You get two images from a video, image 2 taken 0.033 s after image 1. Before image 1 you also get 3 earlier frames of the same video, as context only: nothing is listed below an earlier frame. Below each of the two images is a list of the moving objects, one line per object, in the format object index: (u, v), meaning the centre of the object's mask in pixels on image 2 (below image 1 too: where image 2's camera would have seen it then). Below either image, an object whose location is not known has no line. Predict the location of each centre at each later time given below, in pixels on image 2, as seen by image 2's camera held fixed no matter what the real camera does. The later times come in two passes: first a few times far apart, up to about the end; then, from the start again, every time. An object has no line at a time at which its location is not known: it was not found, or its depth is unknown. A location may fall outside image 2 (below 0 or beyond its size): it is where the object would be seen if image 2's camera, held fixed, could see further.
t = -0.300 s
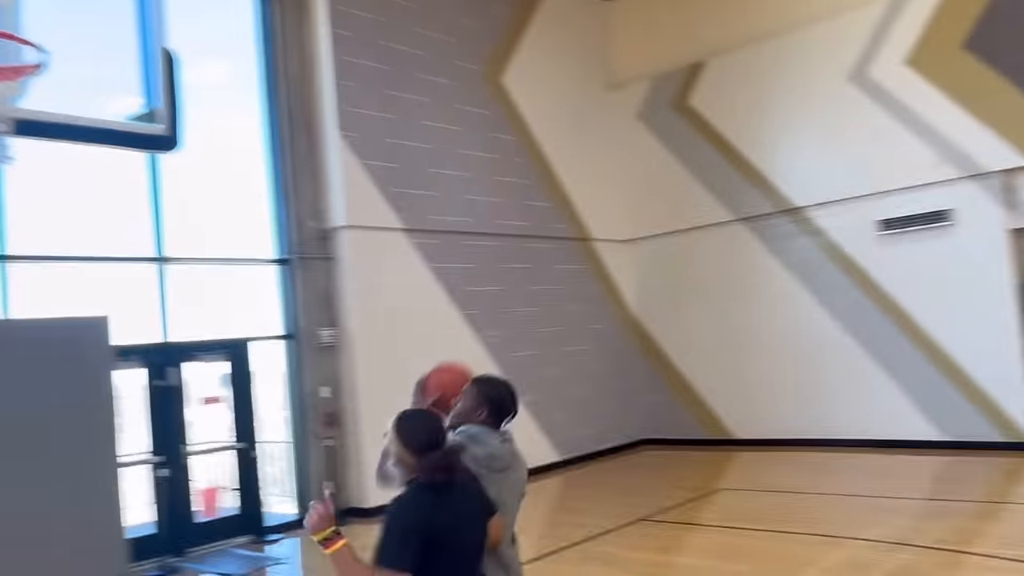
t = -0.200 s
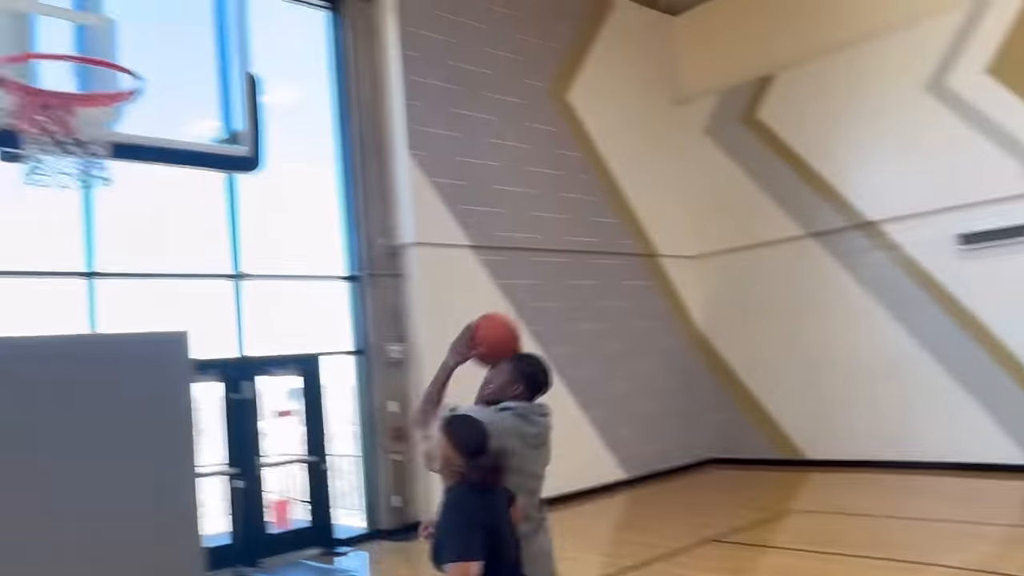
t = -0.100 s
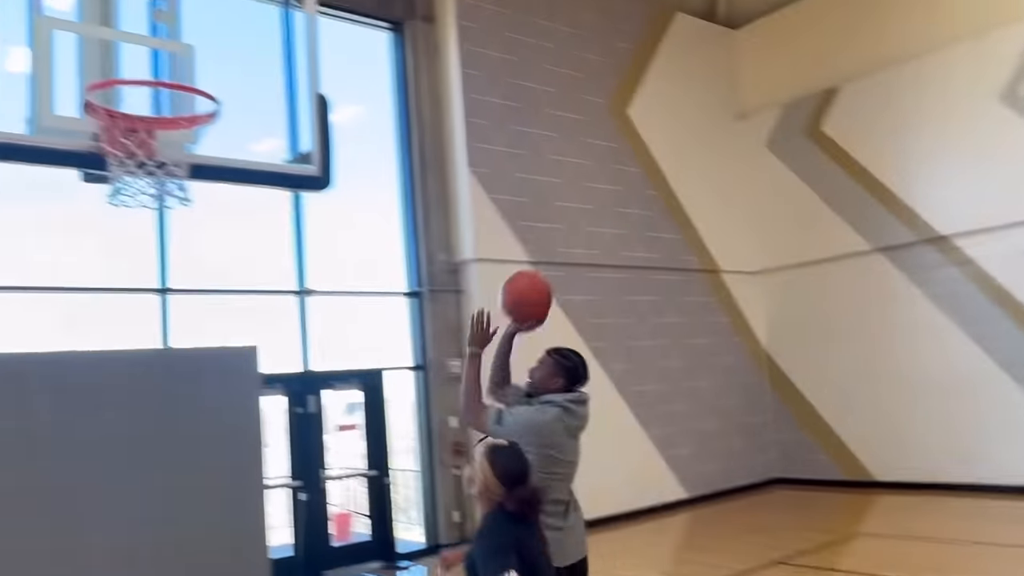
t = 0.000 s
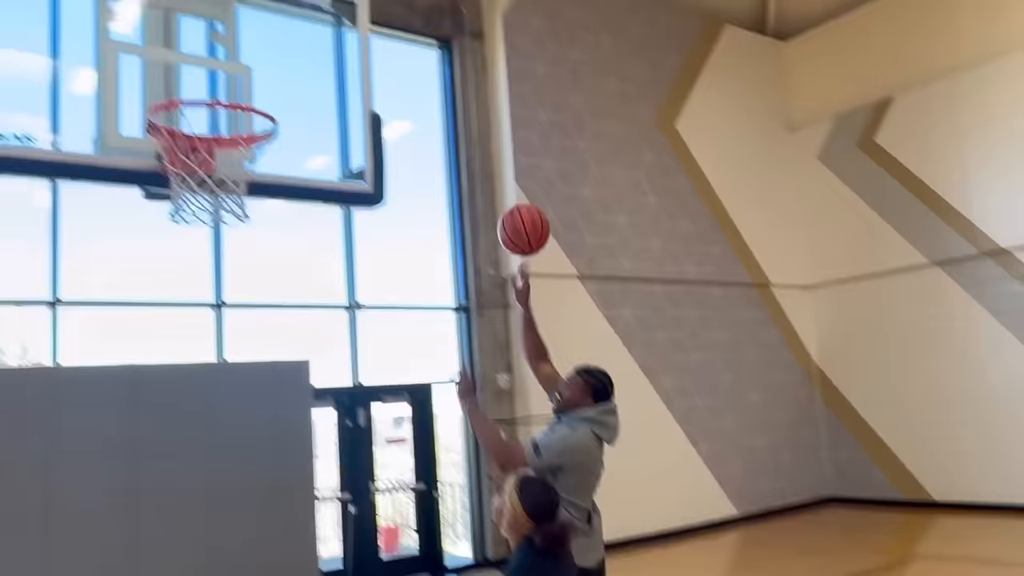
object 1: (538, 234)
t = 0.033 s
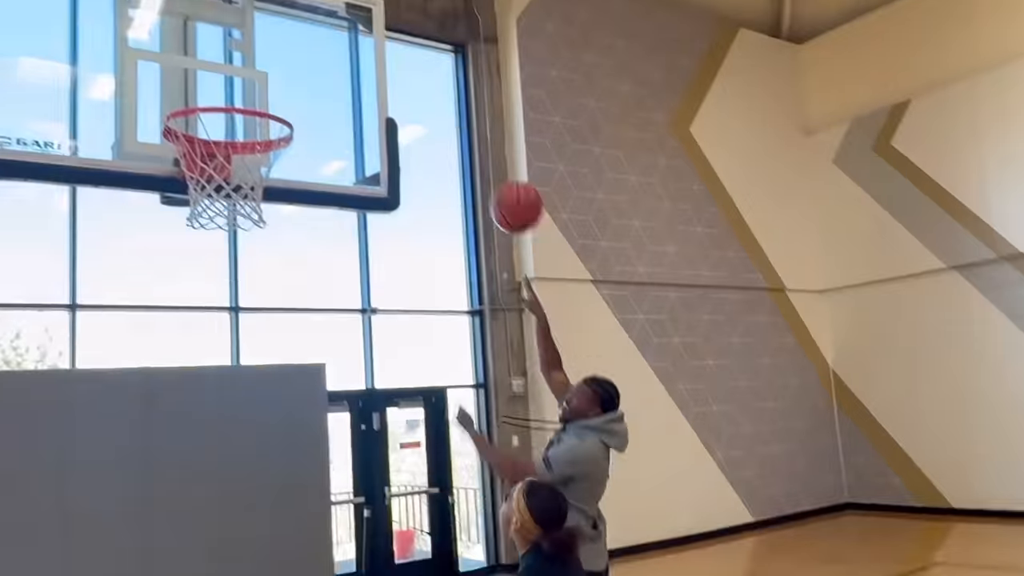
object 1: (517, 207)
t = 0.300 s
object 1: (355, 77)
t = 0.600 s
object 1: (288, 86)
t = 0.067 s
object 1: (497, 183)
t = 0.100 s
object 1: (475, 160)
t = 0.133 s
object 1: (455, 140)
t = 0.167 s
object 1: (434, 123)
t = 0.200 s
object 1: (414, 108)
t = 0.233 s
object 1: (394, 95)
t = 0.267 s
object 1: (374, 85)
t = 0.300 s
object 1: (355, 77)
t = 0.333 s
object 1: (336, 71)
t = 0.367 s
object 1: (325, 67)
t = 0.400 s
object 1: (320, 62)
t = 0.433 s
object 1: (314, 60)
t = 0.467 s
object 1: (310, 60)
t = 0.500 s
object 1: (304, 63)
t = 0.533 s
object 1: (299, 68)
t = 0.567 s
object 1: (294, 76)
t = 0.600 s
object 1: (288, 86)
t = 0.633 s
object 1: (283, 98)
